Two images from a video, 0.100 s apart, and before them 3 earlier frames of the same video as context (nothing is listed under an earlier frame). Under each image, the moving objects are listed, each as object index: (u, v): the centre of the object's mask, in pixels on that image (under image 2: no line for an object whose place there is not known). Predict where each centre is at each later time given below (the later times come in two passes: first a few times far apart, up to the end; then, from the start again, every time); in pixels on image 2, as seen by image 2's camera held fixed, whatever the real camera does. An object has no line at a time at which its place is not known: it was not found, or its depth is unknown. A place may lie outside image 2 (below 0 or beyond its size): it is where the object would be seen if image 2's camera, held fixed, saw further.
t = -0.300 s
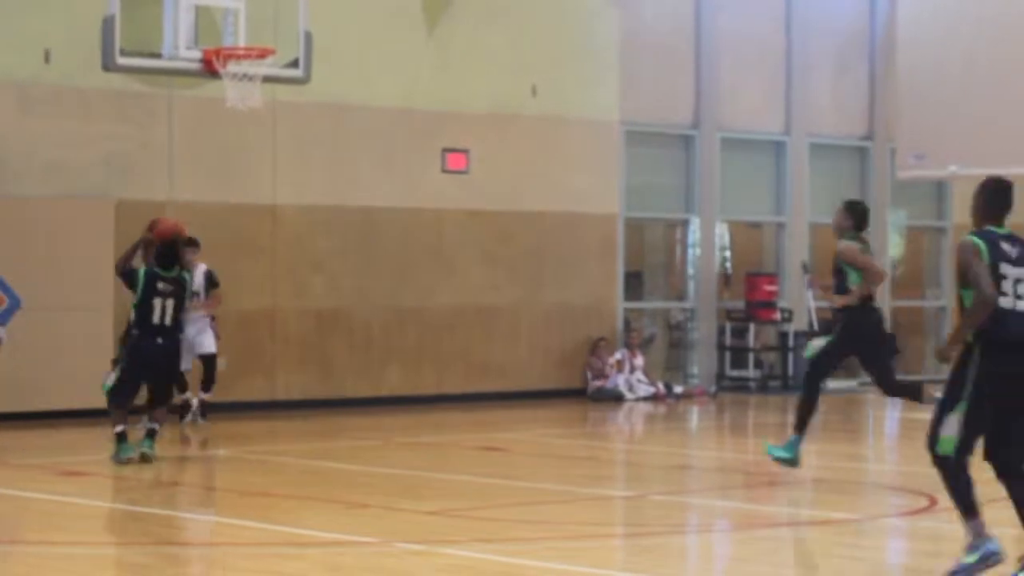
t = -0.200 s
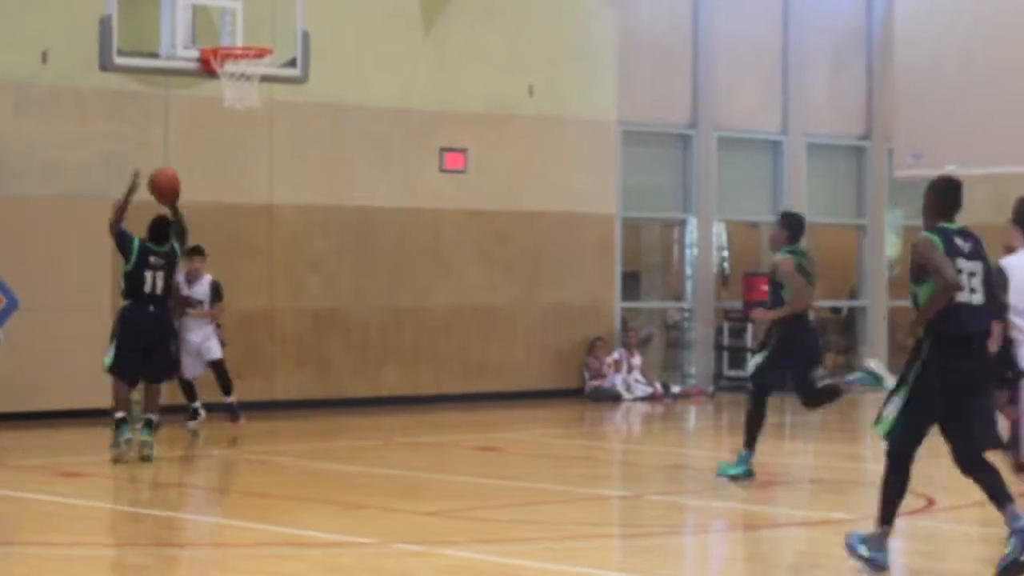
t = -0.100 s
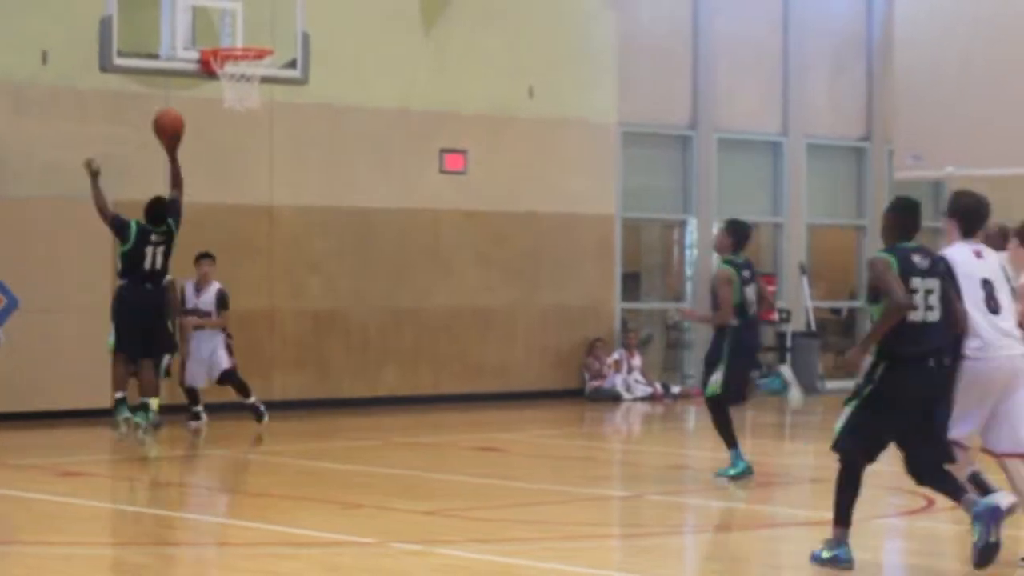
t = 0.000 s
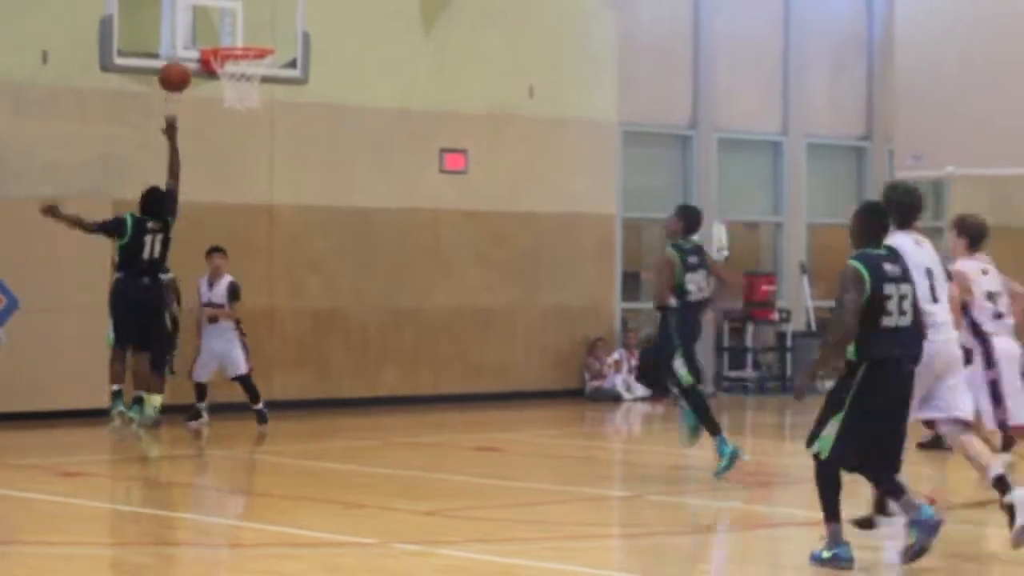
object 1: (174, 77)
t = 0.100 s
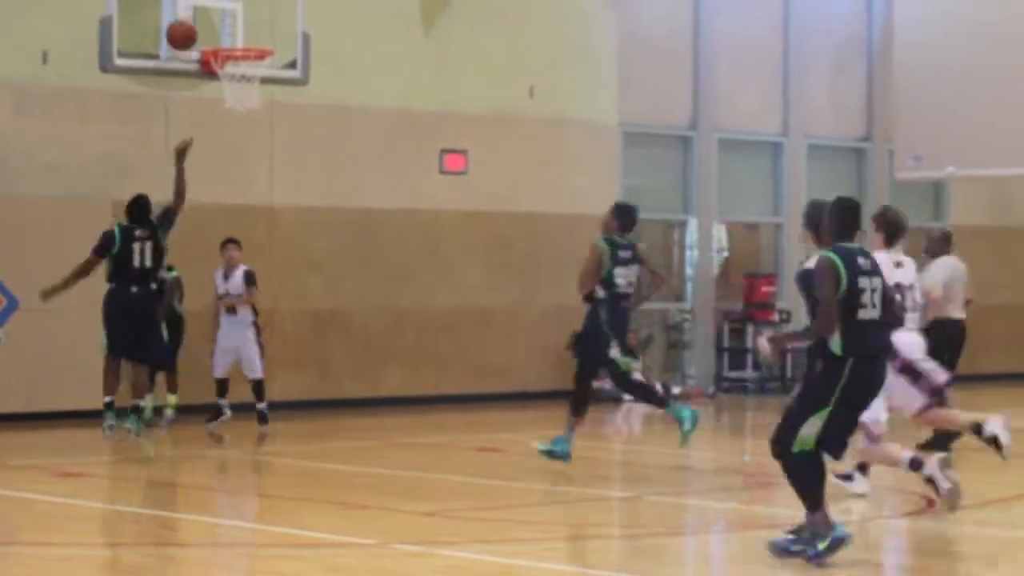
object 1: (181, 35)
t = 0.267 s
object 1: (212, 31)
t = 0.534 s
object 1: (251, 71)
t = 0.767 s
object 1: (262, 145)
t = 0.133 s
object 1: (187, 30)
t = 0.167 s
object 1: (192, 29)
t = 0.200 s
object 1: (199, 28)
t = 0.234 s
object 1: (206, 29)
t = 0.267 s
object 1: (212, 31)
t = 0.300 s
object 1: (217, 35)
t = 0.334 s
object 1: (222, 36)
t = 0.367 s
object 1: (226, 36)
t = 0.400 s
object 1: (232, 38)
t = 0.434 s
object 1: (237, 46)
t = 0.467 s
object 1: (240, 53)
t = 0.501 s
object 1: (247, 64)
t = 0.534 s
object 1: (251, 71)
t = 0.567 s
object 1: (253, 80)
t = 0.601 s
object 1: (256, 89)
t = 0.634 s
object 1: (258, 95)
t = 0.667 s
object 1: (259, 107)
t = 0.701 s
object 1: (259, 118)
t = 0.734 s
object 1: (260, 131)
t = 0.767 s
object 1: (262, 145)
